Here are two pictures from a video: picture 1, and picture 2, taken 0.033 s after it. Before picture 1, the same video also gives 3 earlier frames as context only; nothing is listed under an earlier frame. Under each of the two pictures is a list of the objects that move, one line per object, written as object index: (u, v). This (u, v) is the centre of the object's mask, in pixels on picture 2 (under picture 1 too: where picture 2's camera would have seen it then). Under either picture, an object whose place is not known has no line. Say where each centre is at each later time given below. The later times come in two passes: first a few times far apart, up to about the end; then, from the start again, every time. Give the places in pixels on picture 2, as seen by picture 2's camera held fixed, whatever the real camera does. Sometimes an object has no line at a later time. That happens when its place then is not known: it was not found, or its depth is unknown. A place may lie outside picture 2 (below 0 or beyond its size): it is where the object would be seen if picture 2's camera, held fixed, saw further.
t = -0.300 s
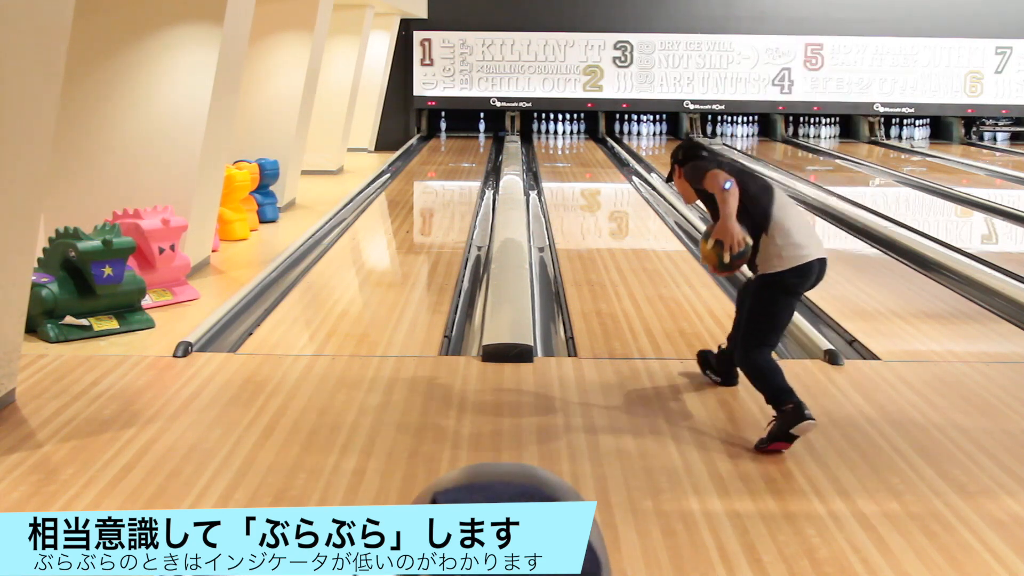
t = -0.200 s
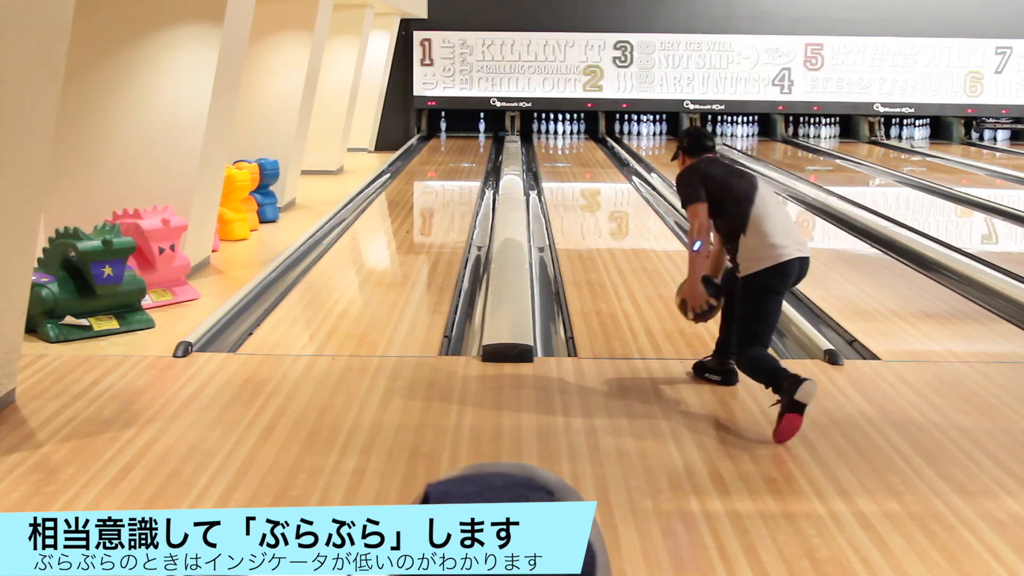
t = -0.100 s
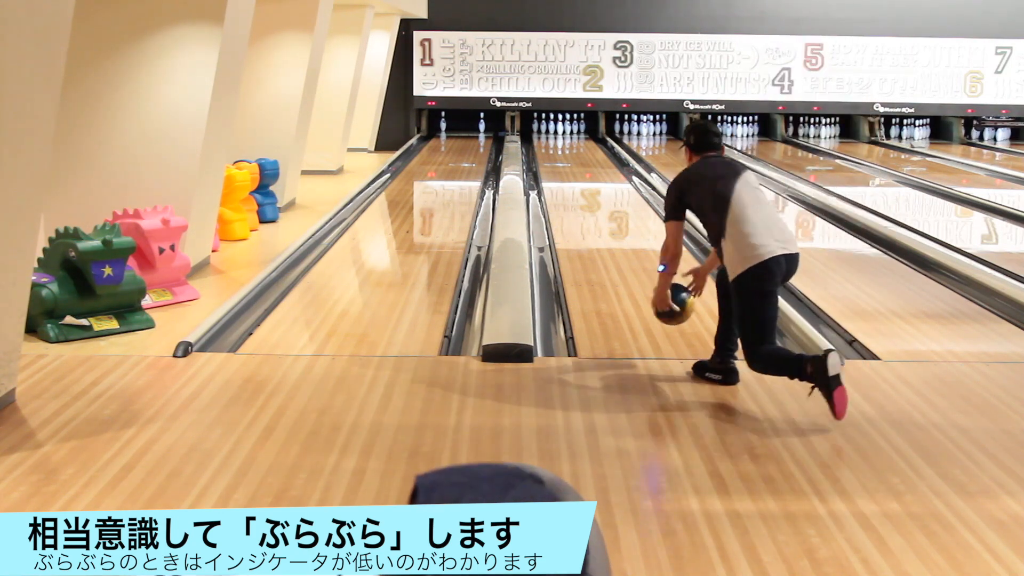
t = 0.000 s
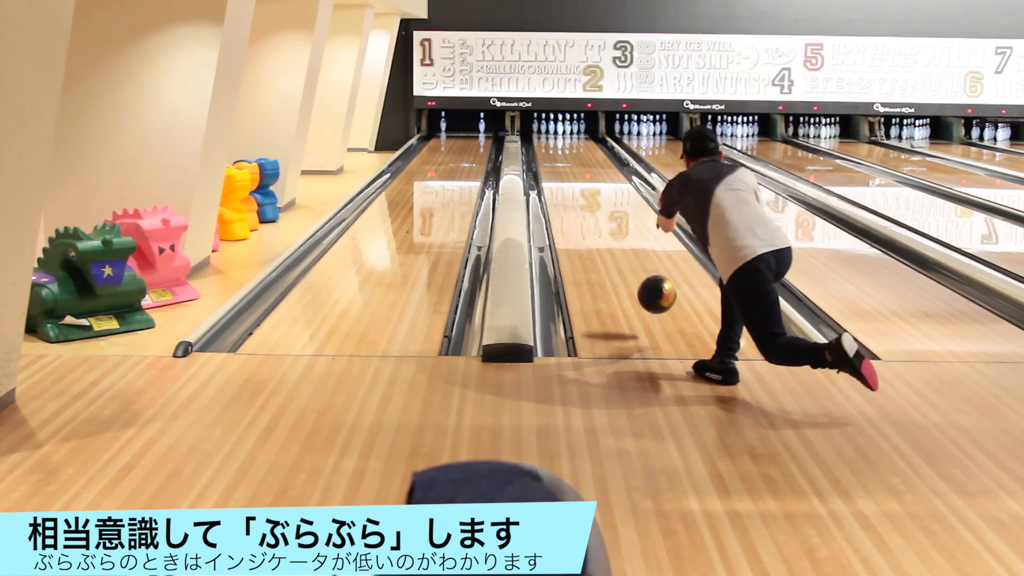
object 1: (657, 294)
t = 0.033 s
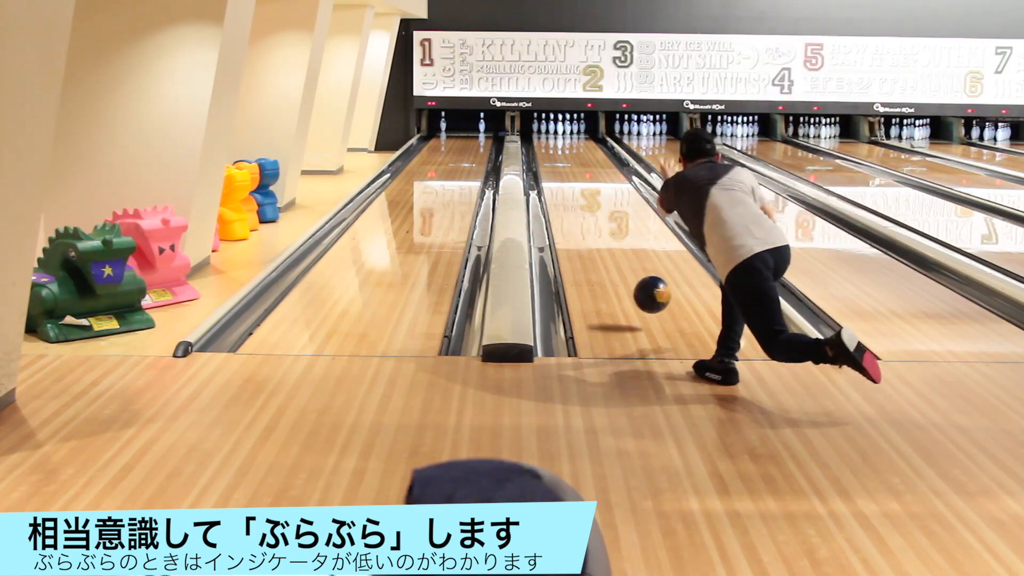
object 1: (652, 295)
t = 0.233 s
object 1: (630, 274)
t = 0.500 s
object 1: (610, 237)
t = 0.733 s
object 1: (598, 214)
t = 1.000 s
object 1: (587, 194)
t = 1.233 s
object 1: (581, 180)
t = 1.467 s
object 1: (575, 169)
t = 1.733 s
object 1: (571, 158)
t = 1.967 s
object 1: (568, 150)
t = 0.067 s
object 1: (647, 297)
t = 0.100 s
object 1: (643, 298)
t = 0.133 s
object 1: (640, 289)
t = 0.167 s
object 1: (636, 282)
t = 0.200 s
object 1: (633, 277)
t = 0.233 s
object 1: (630, 274)
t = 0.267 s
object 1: (627, 268)
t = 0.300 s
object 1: (624, 263)
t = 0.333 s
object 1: (622, 258)
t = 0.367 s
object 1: (619, 254)
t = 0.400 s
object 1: (617, 249)
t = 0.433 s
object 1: (614, 245)
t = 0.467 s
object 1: (612, 241)
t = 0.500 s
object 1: (610, 237)
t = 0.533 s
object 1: (608, 234)
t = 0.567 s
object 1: (606, 230)
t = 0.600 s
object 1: (604, 227)
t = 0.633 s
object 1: (602, 223)
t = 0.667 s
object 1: (601, 220)
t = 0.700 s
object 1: (599, 217)
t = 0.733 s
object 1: (598, 214)
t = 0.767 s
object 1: (596, 212)
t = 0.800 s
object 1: (595, 209)
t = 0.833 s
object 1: (593, 206)
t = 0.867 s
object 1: (592, 203)
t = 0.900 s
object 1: (590, 205)
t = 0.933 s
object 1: (590, 198)
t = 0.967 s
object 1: (589, 196)
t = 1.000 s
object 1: (587, 194)
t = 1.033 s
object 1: (586, 192)
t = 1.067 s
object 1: (585, 190)
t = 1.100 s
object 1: (584, 188)
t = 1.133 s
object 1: (583, 186)
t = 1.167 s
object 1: (582, 184)
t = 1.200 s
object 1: (582, 182)
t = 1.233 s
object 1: (581, 180)
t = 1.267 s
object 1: (580, 178)
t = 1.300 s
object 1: (579, 177)
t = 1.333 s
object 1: (578, 175)
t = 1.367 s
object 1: (577, 173)
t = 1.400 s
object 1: (576, 172)
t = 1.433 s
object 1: (576, 170)
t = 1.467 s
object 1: (575, 169)
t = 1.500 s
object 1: (575, 168)
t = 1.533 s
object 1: (574, 166)
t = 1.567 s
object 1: (574, 164)
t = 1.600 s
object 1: (573, 163)
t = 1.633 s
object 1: (573, 162)
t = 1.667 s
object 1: (572, 161)
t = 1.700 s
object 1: (571, 159)
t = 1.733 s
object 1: (571, 158)
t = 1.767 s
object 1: (570, 157)
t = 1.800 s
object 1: (570, 156)
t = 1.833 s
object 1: (570, 155)
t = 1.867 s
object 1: (569, 154)
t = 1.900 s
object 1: (569, 153)
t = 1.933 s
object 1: (569, 151)
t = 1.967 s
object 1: (568, 150)
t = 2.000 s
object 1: (568, 149)
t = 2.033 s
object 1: (567, 148)
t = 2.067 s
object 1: (568, 147)
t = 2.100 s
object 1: (567, 147)
